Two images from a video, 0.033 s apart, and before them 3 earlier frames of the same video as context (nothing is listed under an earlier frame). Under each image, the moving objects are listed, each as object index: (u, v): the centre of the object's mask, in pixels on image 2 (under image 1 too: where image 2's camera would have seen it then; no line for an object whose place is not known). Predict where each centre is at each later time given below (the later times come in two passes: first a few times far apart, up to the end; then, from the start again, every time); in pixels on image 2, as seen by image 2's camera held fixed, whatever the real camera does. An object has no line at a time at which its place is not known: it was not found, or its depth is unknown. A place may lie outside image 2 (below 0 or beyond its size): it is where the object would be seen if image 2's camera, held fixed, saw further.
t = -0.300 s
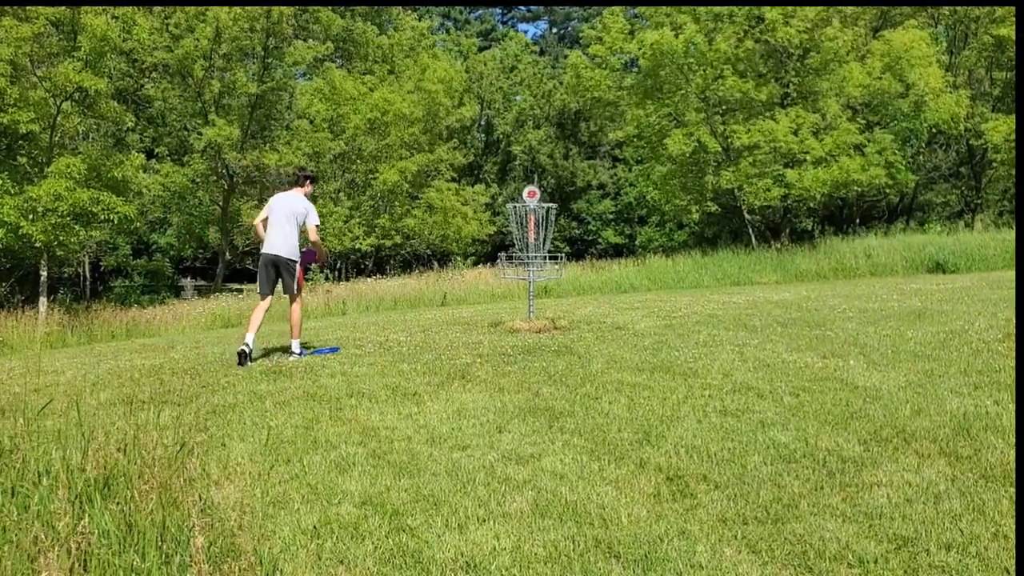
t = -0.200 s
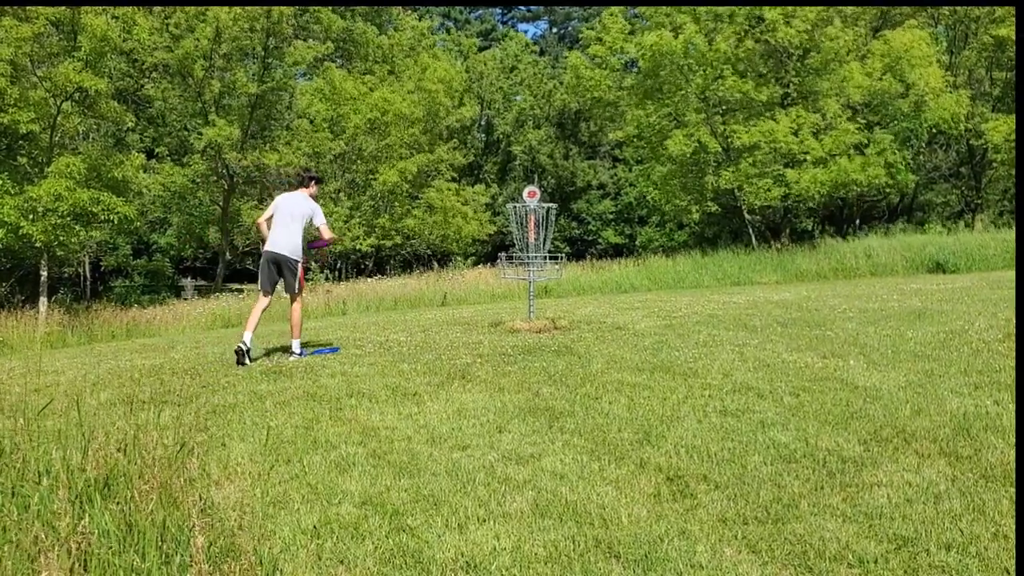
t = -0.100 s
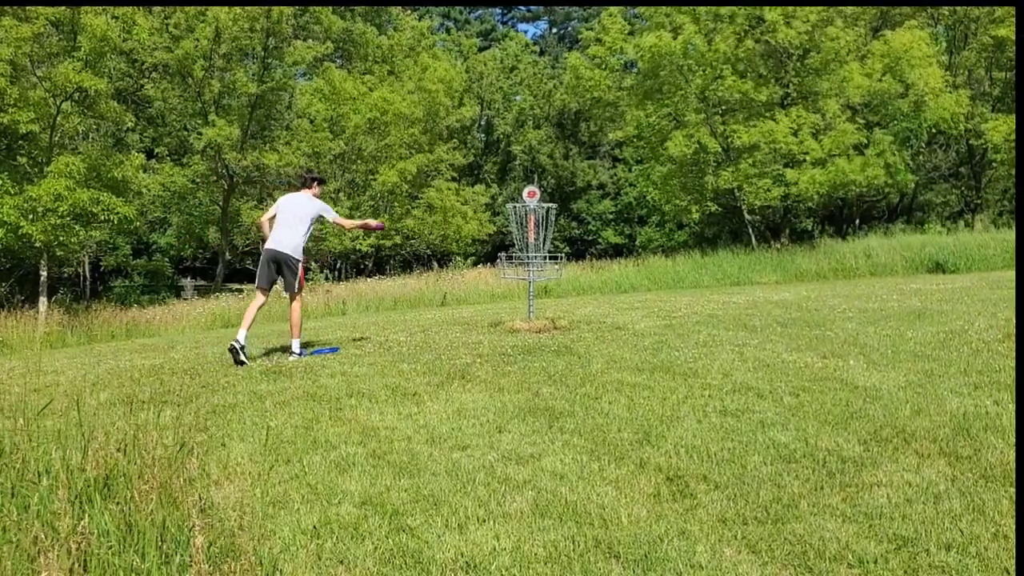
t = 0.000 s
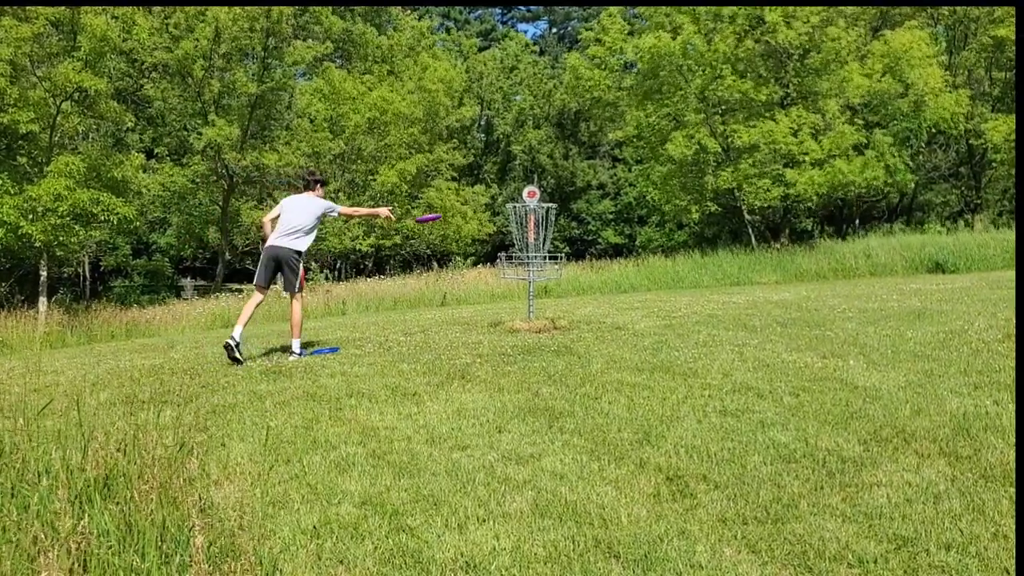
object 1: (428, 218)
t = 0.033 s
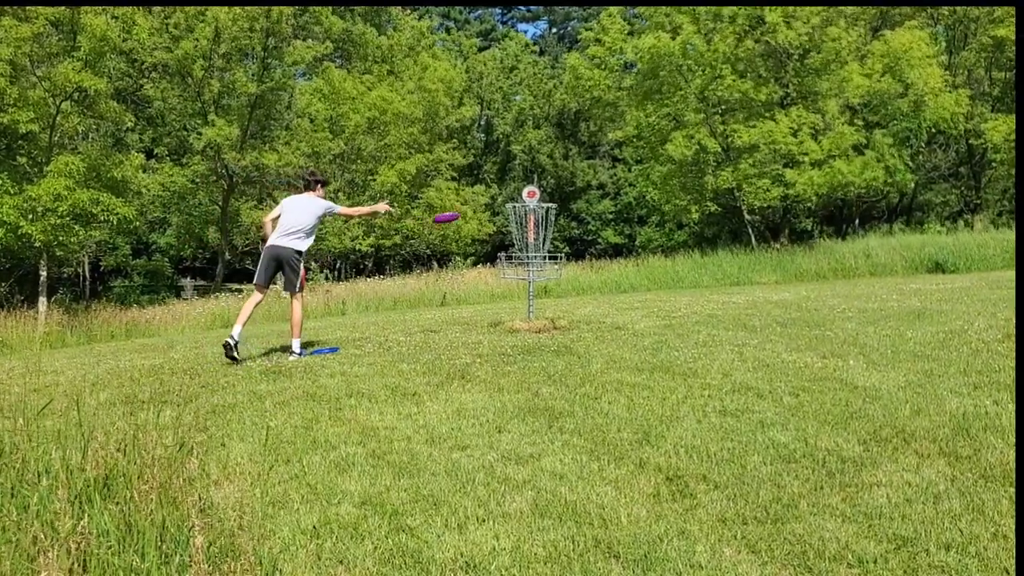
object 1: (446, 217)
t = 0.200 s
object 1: (520, 225)
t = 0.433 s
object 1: (517, 247)
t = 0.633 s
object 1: (514, 268)
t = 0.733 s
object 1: (513, 266)
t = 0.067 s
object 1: (463, 217)
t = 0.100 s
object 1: (480, 219)
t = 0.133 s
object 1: (498, 221)
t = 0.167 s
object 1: (512, 224)
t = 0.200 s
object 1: (520, 225)
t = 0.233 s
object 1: (520, 227)
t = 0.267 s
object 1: (520, 231)
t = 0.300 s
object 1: (521, 234)
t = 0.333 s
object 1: (521, 238)
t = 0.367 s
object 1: (520, 241)
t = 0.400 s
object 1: (519, 243)
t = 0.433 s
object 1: (517, 247)
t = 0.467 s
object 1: (515, 252)
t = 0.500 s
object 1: (514, 257)
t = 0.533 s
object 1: (513, 263)
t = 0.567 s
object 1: (513, 267)
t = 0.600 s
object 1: (514, 267)
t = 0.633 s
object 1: (514, 268)
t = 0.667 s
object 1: (514, 267)
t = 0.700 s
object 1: (513, 266)
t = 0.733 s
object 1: (513, 266)
